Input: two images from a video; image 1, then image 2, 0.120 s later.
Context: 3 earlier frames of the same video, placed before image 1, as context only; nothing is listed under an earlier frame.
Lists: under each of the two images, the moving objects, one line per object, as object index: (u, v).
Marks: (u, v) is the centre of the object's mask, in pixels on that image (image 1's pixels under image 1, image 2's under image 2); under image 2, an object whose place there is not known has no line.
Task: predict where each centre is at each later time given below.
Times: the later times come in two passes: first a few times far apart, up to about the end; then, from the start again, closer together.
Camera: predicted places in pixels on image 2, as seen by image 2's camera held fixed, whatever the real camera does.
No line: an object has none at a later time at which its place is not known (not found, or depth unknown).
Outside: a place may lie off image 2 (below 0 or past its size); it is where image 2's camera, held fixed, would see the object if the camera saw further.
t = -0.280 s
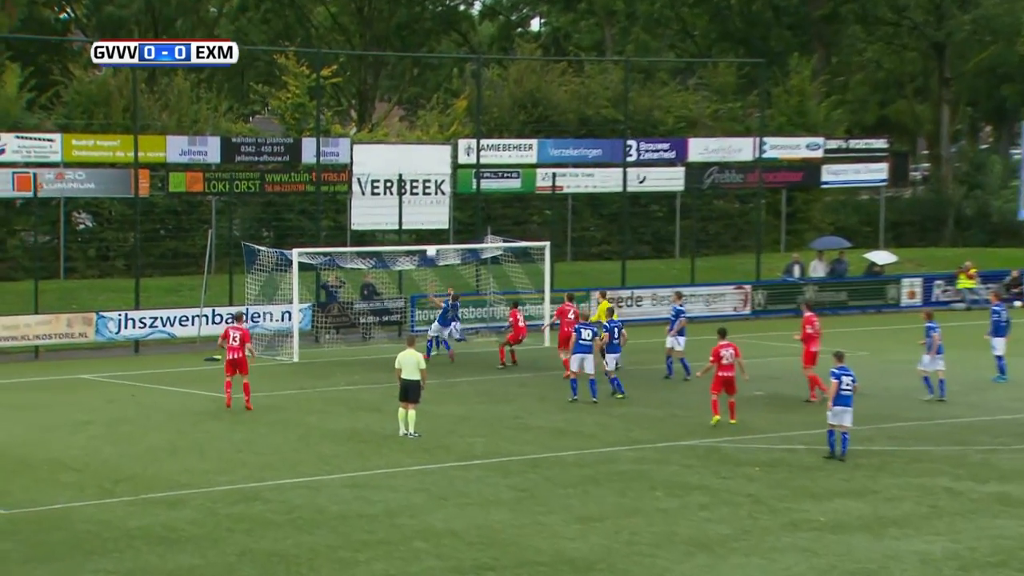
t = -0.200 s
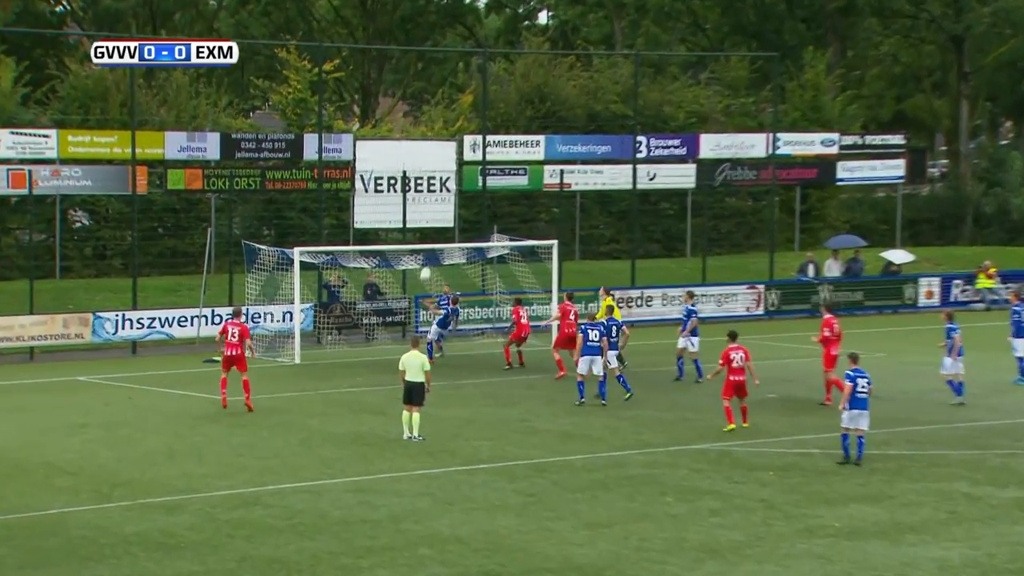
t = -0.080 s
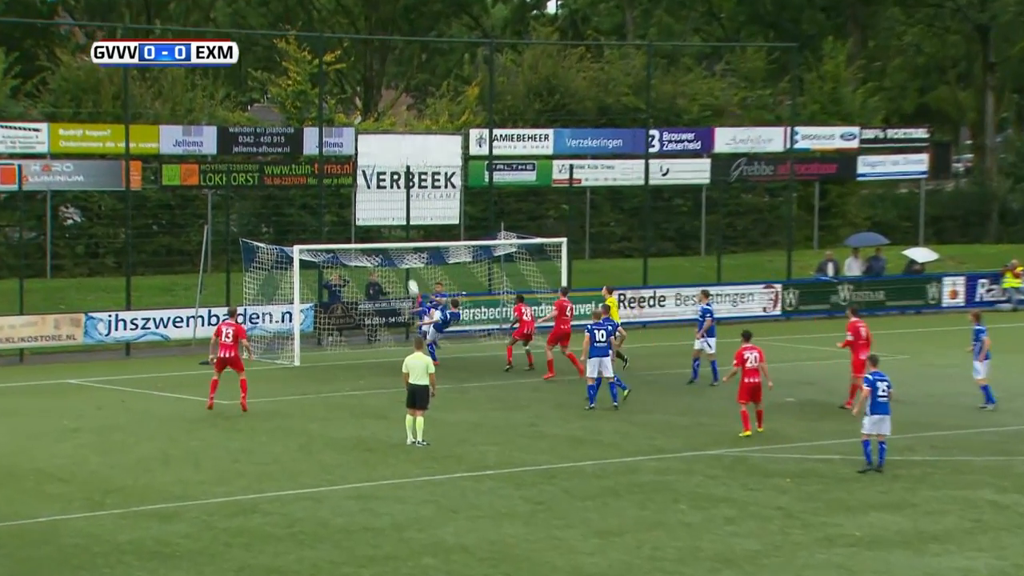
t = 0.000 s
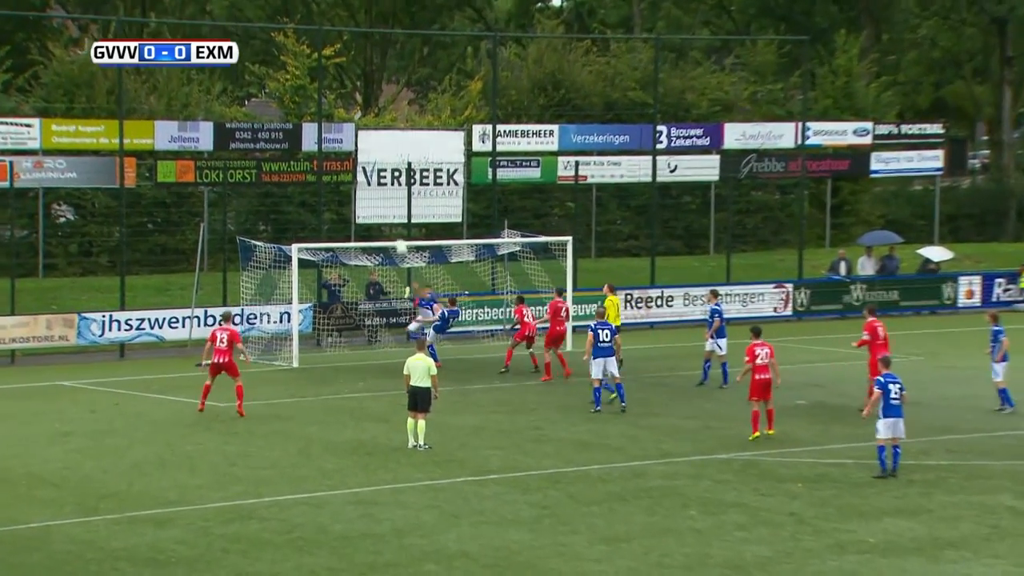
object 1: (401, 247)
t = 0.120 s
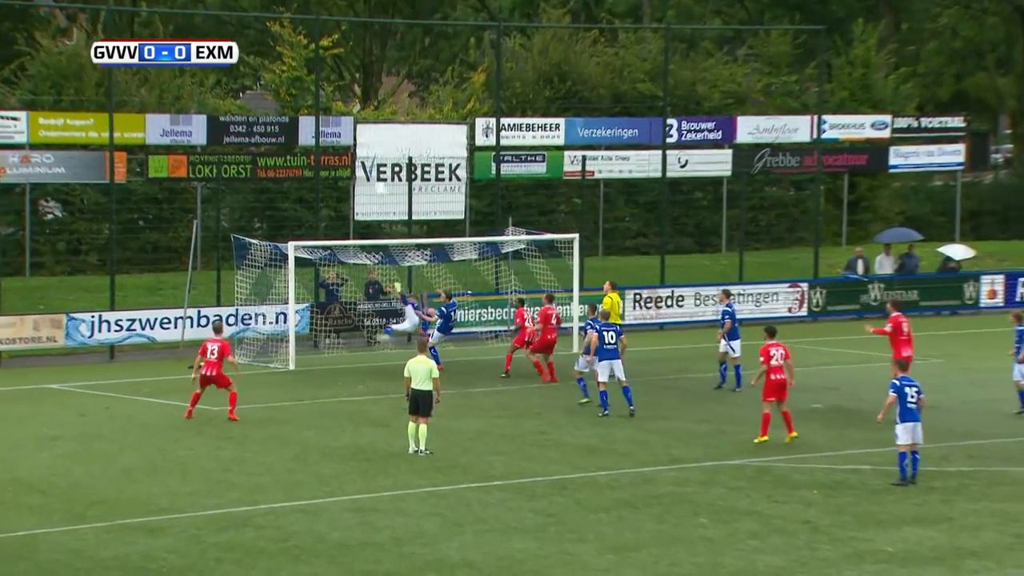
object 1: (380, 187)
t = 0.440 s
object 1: (318, 78)
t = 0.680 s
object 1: (270, 35)
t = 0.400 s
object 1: (326, 89)
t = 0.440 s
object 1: (318, 78)
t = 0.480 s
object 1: (310, 67)
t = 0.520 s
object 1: (302, 59)
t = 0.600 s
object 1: (286, 45)
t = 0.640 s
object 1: (278, 39)
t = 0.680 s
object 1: (270, 35)
